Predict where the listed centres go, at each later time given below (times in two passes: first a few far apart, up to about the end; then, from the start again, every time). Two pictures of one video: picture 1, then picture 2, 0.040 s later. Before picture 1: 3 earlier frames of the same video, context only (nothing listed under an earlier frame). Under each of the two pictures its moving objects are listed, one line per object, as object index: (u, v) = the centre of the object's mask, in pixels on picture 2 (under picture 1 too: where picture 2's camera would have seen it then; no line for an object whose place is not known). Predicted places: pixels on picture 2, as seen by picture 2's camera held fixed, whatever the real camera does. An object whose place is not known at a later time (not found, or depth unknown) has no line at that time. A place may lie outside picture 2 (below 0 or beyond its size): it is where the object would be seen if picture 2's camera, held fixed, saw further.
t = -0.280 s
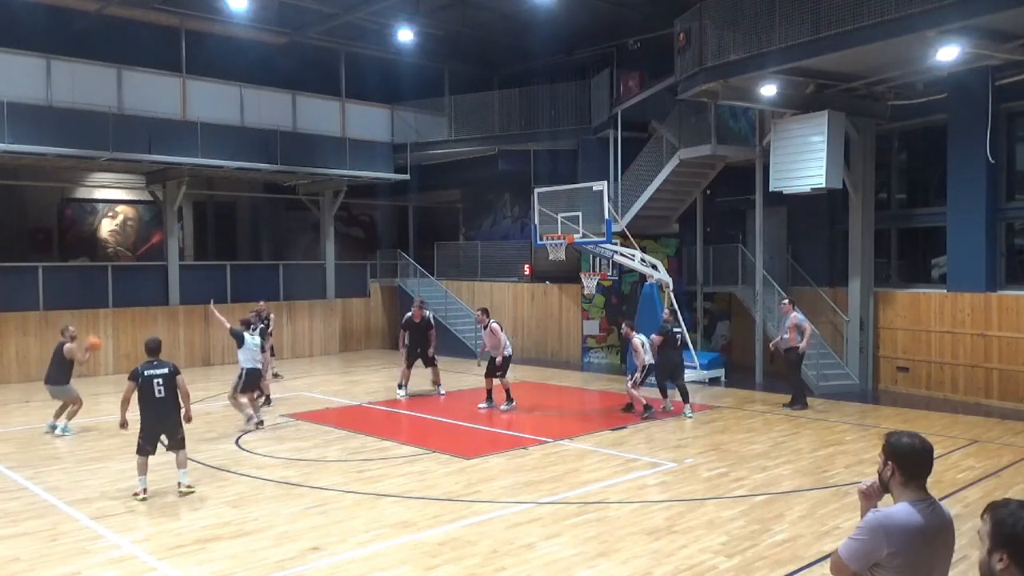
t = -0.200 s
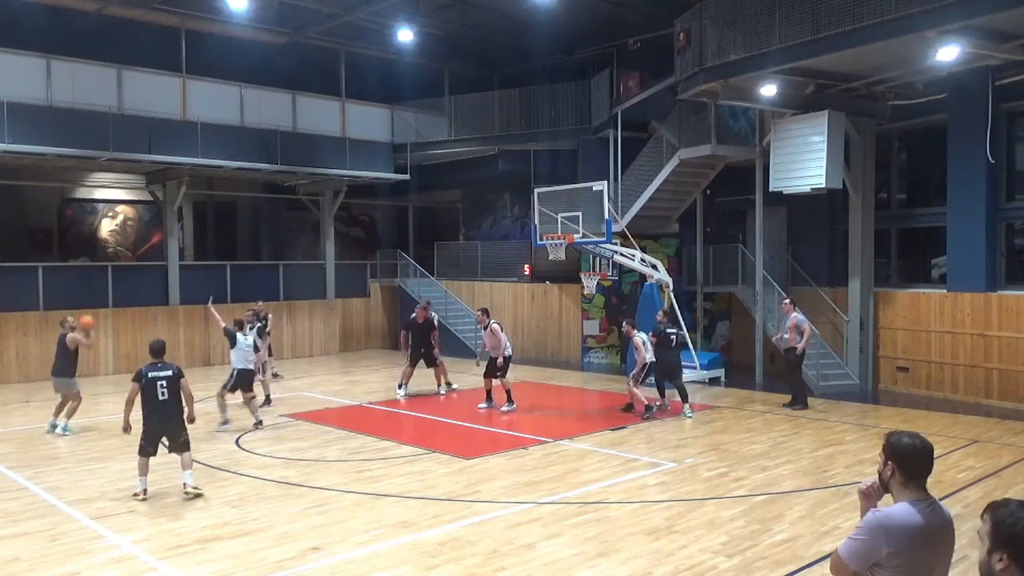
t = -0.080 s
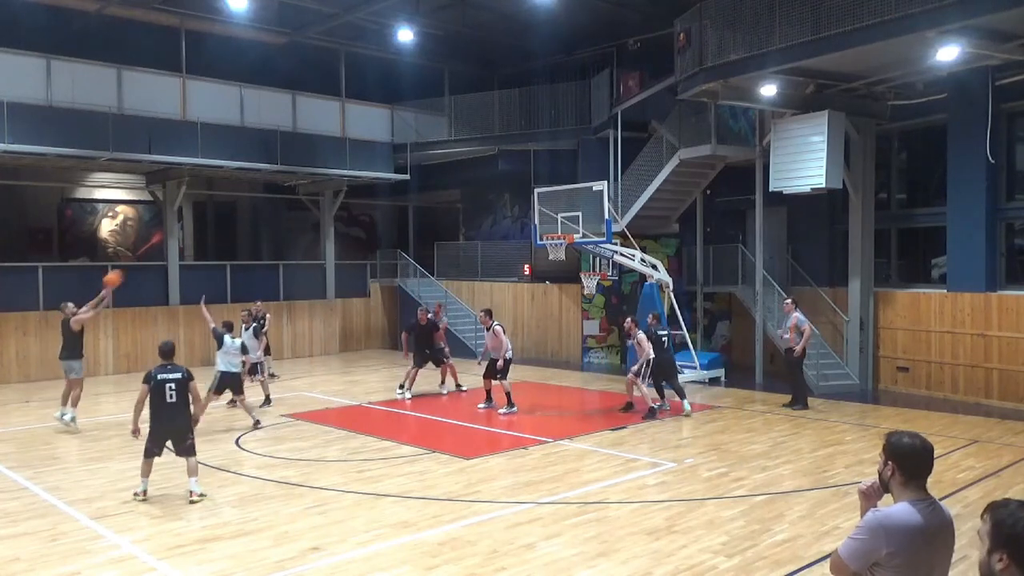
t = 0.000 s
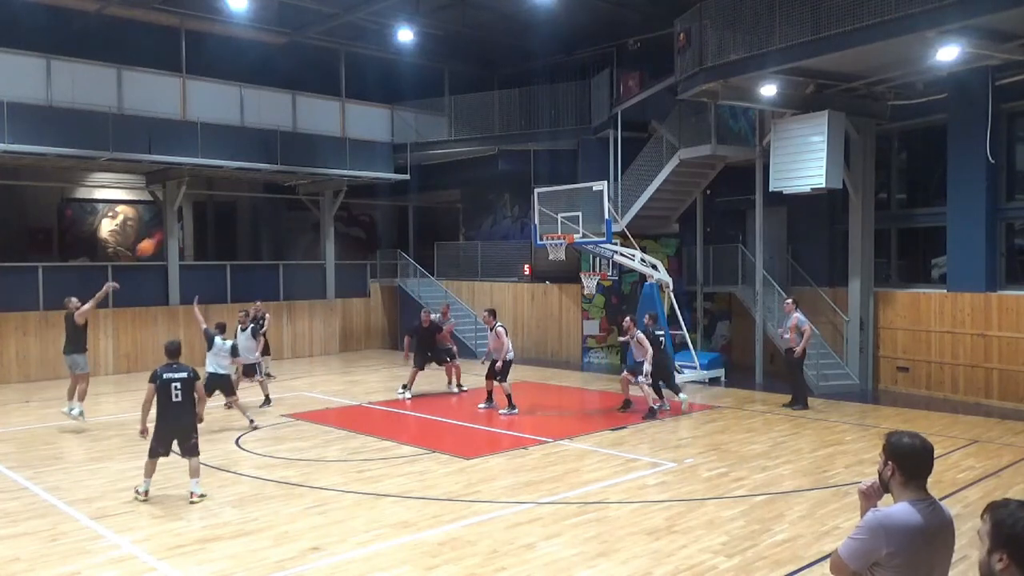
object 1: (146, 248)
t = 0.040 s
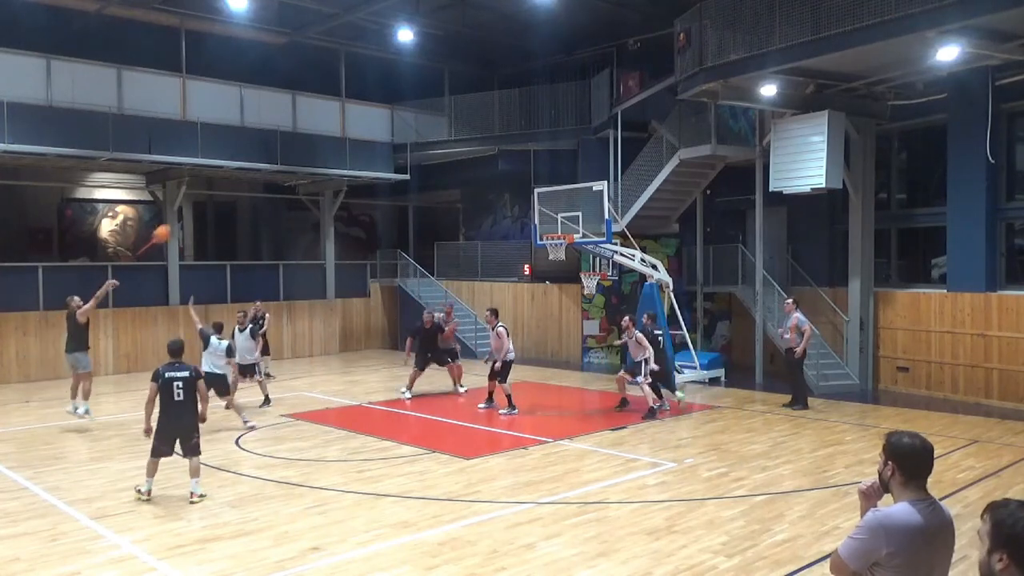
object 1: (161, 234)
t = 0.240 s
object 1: (240, 181)
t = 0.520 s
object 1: (343, 150)
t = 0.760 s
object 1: (424, 161)
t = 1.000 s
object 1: (498, 202)
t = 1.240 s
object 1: (510, 259)
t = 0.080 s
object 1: (178, 221)
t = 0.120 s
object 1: (194, 209)
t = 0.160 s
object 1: (210, 199)
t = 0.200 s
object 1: (225, 189)
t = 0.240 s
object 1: (240, 181)
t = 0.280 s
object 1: (256, 174)
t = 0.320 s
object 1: (271, 167)
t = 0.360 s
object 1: (286, 162)
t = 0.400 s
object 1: (300, 158)
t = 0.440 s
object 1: (315, 154)
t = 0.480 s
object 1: (329, 152)
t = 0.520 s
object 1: (343, 150)
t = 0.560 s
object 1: (357, 150)
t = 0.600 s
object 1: (371, 150)
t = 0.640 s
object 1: (385, 152)
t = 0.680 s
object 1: (398, 155)
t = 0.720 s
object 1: (411, 158)
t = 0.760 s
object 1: (424, 161)
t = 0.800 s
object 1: (437, 166)
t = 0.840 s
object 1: (449, 172)
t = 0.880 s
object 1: (462, 178)
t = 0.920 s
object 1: (474, 185)
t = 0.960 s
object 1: (487, 193)
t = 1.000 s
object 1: (498, 202)
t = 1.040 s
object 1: (510, 211)
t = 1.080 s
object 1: (522, 221)
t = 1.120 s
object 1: (531, 231)
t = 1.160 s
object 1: (530, 241)
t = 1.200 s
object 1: (520, 249)
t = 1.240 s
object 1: (510, 259)
